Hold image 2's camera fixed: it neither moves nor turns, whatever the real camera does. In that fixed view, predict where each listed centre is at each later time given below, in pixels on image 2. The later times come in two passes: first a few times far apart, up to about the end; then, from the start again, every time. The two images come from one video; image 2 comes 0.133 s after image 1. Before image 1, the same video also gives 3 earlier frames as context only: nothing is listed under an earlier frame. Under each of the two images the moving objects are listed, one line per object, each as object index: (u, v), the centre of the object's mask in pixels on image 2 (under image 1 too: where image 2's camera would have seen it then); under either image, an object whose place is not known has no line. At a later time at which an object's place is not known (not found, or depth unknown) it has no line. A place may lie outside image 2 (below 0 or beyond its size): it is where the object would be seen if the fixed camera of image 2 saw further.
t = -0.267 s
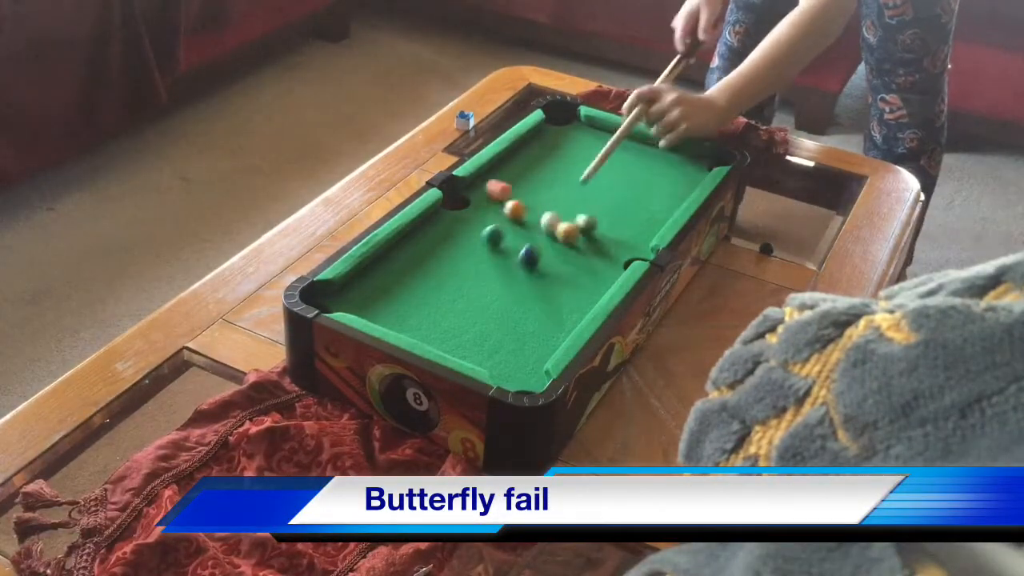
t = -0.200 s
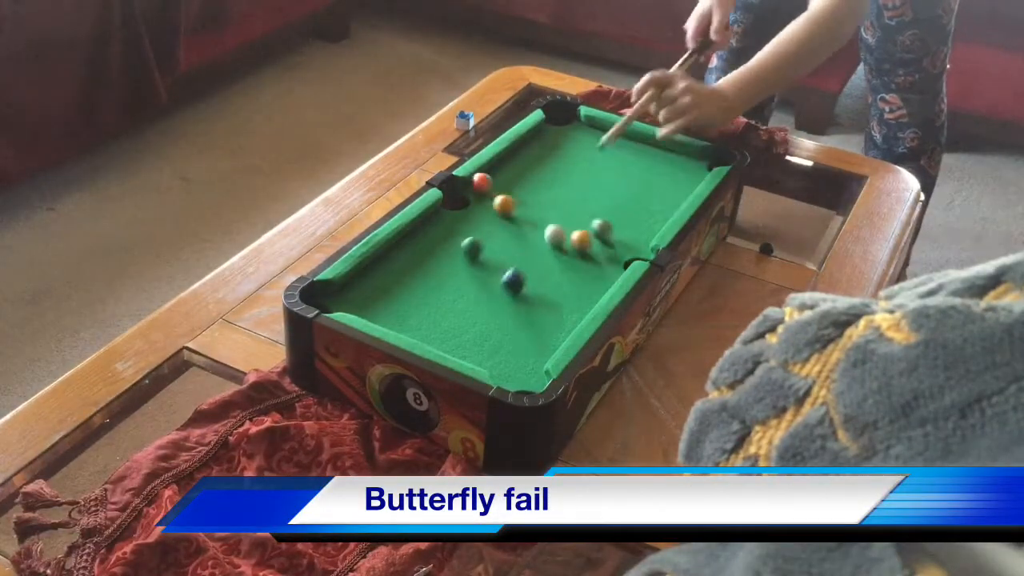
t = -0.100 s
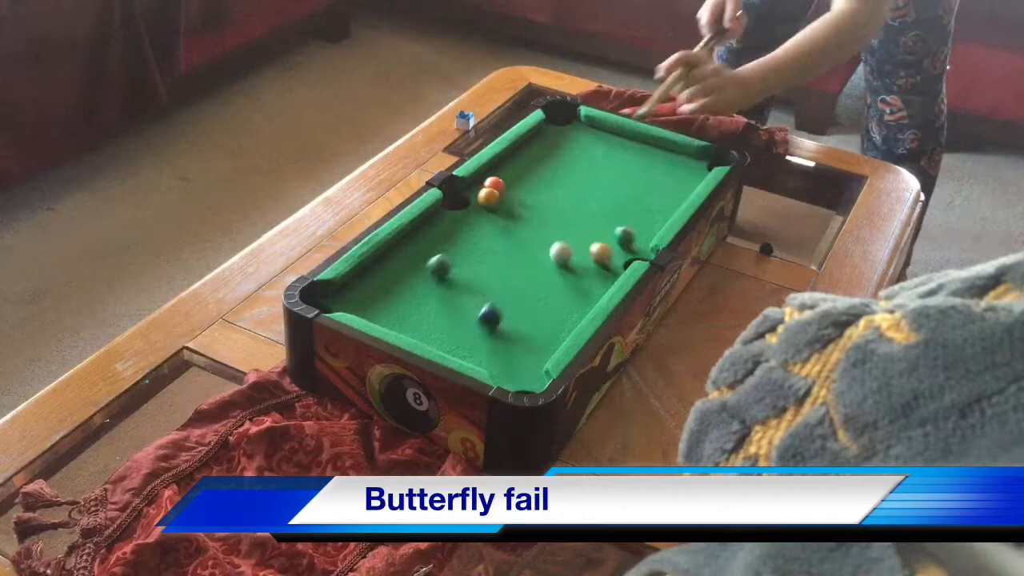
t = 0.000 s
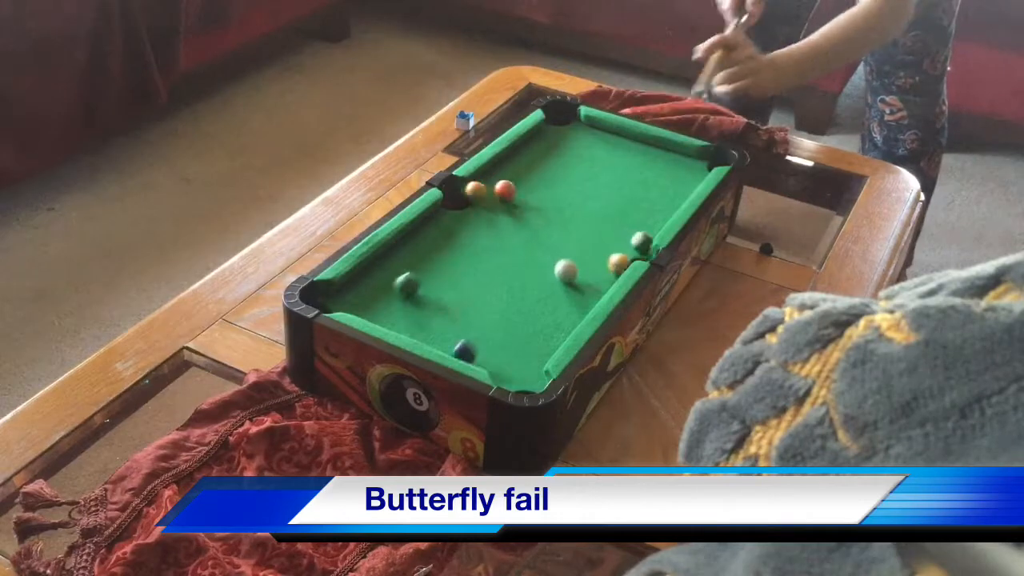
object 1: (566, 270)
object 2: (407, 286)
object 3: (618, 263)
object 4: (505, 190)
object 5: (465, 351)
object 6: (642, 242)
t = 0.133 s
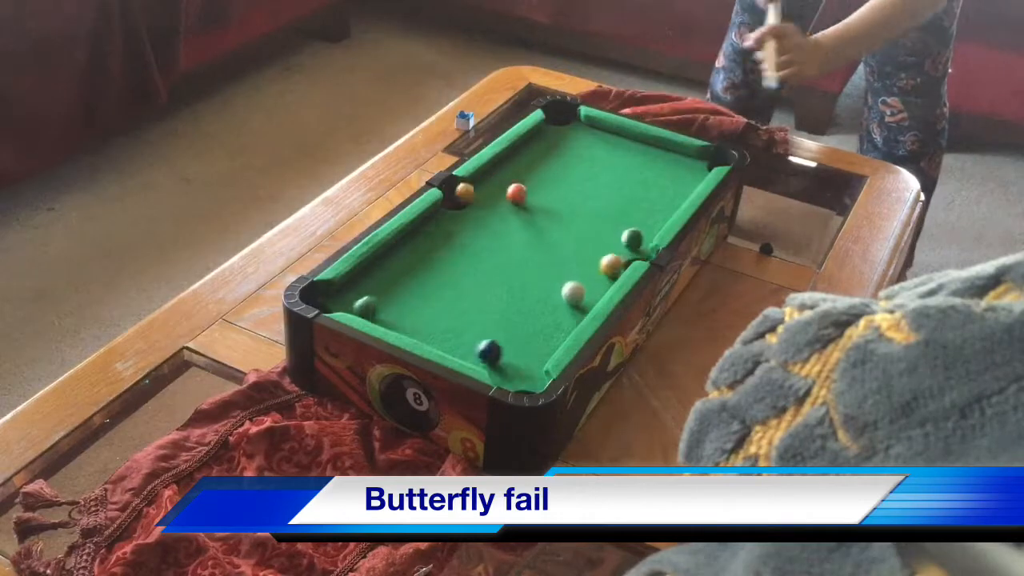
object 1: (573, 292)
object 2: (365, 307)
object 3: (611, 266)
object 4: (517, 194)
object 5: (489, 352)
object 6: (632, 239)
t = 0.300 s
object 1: (575, 315)
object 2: (365, 304)
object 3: (599, 265)
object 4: (529, 196)
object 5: (523, 342)
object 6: (623, 235)
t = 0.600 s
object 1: (567, 319)
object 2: (384, 279)
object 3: (586, 260)
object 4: (539, 198)
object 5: (544, 337)
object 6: (616, 229)
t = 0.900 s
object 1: (564, 316)
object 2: (398, 265)
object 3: (585, 260)
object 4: (539, 198)
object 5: (545, 338)
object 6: (617, 230)
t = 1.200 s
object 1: (562, 315)
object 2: (407, 258)
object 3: (585, 260)
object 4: (539, 198)
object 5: (545, 337)
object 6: (617, 230)
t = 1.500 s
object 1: (562, 315)
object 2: (408, 258)
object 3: (585, 260)
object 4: (539, 198)
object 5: (545, 337)
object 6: (617, 230)
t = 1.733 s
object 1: (562, 315)
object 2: (408, 257)
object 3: (585, 260)
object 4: (539, 198)
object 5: (545, 337)
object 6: (617, 230)
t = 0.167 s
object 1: (575, 298)
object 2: (358, 310)
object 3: (609, 265)
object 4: (519, 194)
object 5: (497, 350)
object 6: (630, 238)
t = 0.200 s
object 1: (576, 304)
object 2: (359, 309)
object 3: (605, 265)
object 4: (522, 195)
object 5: (504, 348)
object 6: (628, 237)
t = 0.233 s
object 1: (577, 308)
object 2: (361, 307)
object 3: (603, 265)
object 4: (524, 195)
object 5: (511, 345)
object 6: (626, 237)
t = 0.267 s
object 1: (577, 312)
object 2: (363, 305)
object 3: (601, 265)
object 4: (527, 196)
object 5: (517, 344)
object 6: (625, 236)
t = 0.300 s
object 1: (575, 315)
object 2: (365, 304)
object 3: (599, 265)
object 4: (529, 196)
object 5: (523, 342)
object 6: (623, 235)
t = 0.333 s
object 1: (572, 317)
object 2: (367, 302)
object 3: (596, 263)
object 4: (531, 196)
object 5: (529, 340)
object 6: (623, 234)
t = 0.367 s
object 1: (569, 319)
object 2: (370, 298)
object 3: (595, 264)
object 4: (532, 197)
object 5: (534, 338)
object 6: (621, 233)
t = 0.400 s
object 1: (567, 321)
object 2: (372, 295)
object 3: (593, 263)
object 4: (534, 197)
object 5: (539, 337)
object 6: (620, 232)
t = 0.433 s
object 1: (564, 322)
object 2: (374, 292)
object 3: (592, 263)
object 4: (535, 197)
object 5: (544, 334)
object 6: (619, 232)
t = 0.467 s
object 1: (565, 322)
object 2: (376, 290)
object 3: (590, 262)
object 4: (536, 198)
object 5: (545, 335)
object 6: (618, 231)
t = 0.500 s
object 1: (565, 322)
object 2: (379, 287)
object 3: (589, 261)
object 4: (537, 198)
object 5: (544, 336)
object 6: (618, 230)
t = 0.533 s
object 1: (566, 320)
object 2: (381, 285)
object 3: (587, 261)
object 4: (538, 198)
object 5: (544, 336)
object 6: (617, 230)
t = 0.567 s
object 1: (567, 319)
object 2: (382, 281)
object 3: (587, 261)
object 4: (539, 198)
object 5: (544, 337)
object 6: (616, 230)
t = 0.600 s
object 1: (567, 319)
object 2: (384, 279)
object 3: (586, 260)
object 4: (539, 198)
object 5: (544, 337)
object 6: (616, 229)
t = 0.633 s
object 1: (567, 318)
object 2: (386, 279)
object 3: (585, 260)
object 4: (539, 198)
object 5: (545, 338)
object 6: (616, 229)
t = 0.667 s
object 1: (567, 317)
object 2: (388, 276)
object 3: (585, 260)
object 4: (539, 198)
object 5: (545, 338)
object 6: (616, 230)
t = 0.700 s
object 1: (567, 317)
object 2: (390, 274)
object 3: (585, 260)
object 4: (539, 198)
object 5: (545, 338)
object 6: (617, 230)
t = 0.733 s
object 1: (566, 316)
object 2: (392, 273)
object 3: (585, 260)
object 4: (539, 198)
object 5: (545, 338)
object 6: (617, 230)
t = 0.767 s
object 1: (566, 316)
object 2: (393, 272)
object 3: (585, 260)
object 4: (539, 198)
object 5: (545, 338)
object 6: (617, 230)
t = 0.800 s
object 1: (566, 316)
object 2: (395, 270)
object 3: (585, 260)
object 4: (539, 198)
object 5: (545, 338)
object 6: (617, 230)
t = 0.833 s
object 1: (565, 316)
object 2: (396, 266)
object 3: (585, 260)
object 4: (539, 198)
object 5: (545, 338)
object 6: (617, 230)
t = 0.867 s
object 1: (565, 316)
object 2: (397, 266)
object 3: (585, 260)
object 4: (539, 198)
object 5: (545, 338)
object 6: (617, 230)
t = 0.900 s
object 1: (564, 316)
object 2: (398, 265)
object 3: (585, 260)
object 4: (539, 198)
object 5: (545, 338)
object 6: (617, 230)
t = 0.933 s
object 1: (564, 316)
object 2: (399, 264)
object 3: (585, 260)
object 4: (539, 198)
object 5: (545, 338)
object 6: (617, 230)
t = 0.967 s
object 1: (563, 316)
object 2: (400, 261)
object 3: (585, 260)
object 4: (539, 198)
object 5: (545, 337)
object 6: (617, 230)
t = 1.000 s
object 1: (562, 315)
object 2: (401, 261)
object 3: (585, 260)
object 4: (539, 198)
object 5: (545, 337)
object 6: (617, 230)
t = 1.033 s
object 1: (562, 315)
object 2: (403, 260)
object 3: (585, 260)
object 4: (539, 198)
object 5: (545, 337)
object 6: (617, 230)
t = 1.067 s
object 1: (562, 315)
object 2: (404, 261)
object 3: (585, 260)
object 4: (539, 198)
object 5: (545, 337)
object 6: (617, 230)
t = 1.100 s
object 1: (562, 315)
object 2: (405, 259)
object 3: (585, 260)
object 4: (539, 198)
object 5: (545, 337)
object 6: (617, 230)
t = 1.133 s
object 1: (562, 315)
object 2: (406, 260)
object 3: (585, 260)
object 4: (539, 198)
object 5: (545, 337)
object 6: (617, 230)
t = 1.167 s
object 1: (562, 315)
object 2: (407, 258)
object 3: (585, 260)
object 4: (539, 198)
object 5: (545, 337)
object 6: (617, 230)
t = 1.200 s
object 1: (562, 315)
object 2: (407, 258)
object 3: (585, 260)
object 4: (539, 198)
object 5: (545, 337)
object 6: (617, 230)
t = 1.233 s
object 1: (562, 315)
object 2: (408, 258)
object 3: (585, 260)
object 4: (539, 198)
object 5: (545, 337)
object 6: (617, 230)
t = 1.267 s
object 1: (562, 315)
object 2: (408, 257)
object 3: (585, 260)
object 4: (539, 198)
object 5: (545, 337)
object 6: (617, 230)
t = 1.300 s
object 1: (562, 315)
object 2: (408, 257)
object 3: (585, 260)
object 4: (539, 198)
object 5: (545, 337)
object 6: (617, 230)
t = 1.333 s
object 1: (562, 315)
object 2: (408, 257)
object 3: (585, 260)
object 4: (539, 198)
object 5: (545, 337)
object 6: (617, 230)
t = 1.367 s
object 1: (562, 315)
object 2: (408, 257)
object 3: (585, 260)
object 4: (539, 198)
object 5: (545, 337)
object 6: (617, 230)
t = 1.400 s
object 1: (562, 315)
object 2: (408, 257)
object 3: (585, 260)
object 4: (539, 198)
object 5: (545, 337)
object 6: (617, 230)
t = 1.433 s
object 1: (562, 315)
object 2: (408, 257)
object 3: (585, 260)
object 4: (539, 198)
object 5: (545, 337)
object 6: (617, 230)
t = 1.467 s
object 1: (562, 315)
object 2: (408, 258)
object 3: (585, 260)
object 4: (539, 198)
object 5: (545, 337)
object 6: (617, 230)
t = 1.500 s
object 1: (562, 315)
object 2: (408, 258)
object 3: (585, 260)
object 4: (539, 198)
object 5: (545, 337)
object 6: (617, 230)
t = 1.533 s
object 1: (562, 315)
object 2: (408, 257)
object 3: (585, 260)
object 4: (539, 198)
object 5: (545, 337)
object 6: (617, 230)
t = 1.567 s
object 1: (562, 315)
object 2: (408, 257)
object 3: (585, 260)
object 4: (539, 199)
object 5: (545, 337)
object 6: (617, 230)
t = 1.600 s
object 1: (562, 315)
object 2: (408, 257)
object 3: (585, 260)
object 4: (539, 198)
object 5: (545, 337)
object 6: (617, 230)
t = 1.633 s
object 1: (561, 315)
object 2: (408, 257)
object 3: (585, 260)
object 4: (539, 198)
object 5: (545, 337)
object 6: (617, 230)
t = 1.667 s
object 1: (562, 315)
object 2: (408, 257)
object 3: (585, 260)
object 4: (539, 198)
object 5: (545, 337)
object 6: (617, 230)
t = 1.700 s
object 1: (562, 315)
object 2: (408, 257)
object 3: (585, 260)
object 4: (539, 198)
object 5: (545, 337)
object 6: (617, 230)
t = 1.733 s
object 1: (562, 315)
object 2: (408, 257)
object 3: (585, 260)
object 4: (539, 198)
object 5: (545, 337)
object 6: (617, 230)
